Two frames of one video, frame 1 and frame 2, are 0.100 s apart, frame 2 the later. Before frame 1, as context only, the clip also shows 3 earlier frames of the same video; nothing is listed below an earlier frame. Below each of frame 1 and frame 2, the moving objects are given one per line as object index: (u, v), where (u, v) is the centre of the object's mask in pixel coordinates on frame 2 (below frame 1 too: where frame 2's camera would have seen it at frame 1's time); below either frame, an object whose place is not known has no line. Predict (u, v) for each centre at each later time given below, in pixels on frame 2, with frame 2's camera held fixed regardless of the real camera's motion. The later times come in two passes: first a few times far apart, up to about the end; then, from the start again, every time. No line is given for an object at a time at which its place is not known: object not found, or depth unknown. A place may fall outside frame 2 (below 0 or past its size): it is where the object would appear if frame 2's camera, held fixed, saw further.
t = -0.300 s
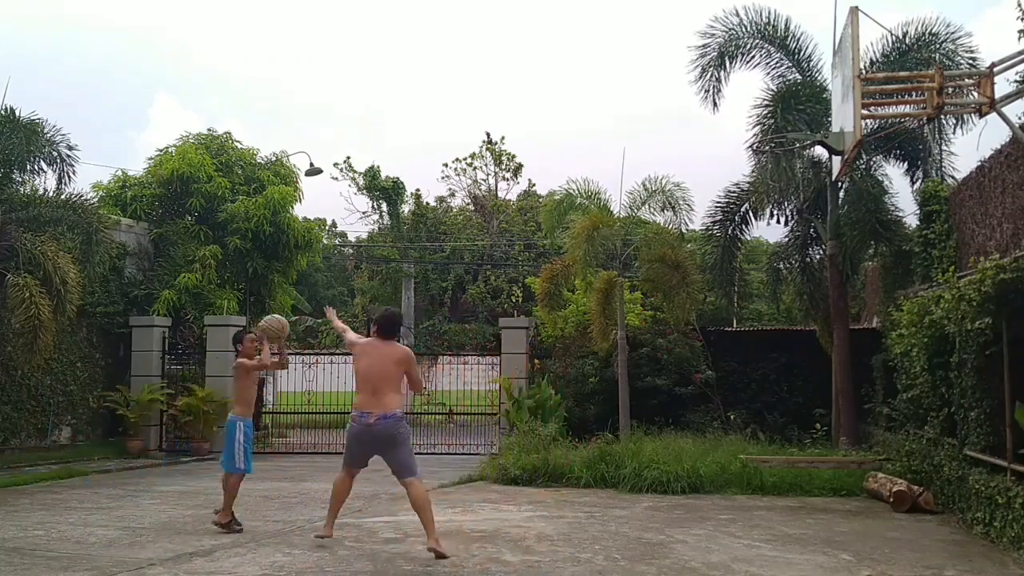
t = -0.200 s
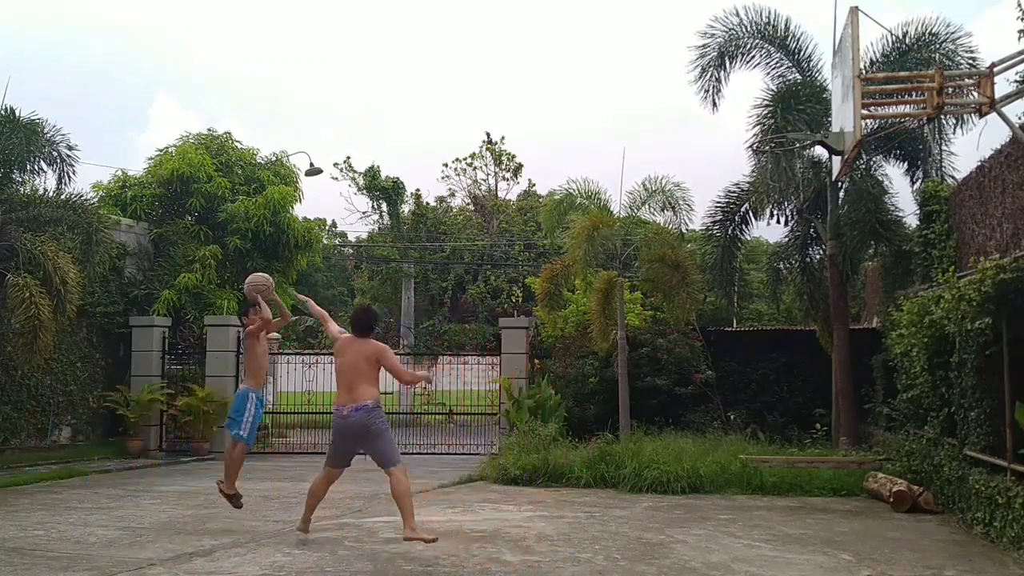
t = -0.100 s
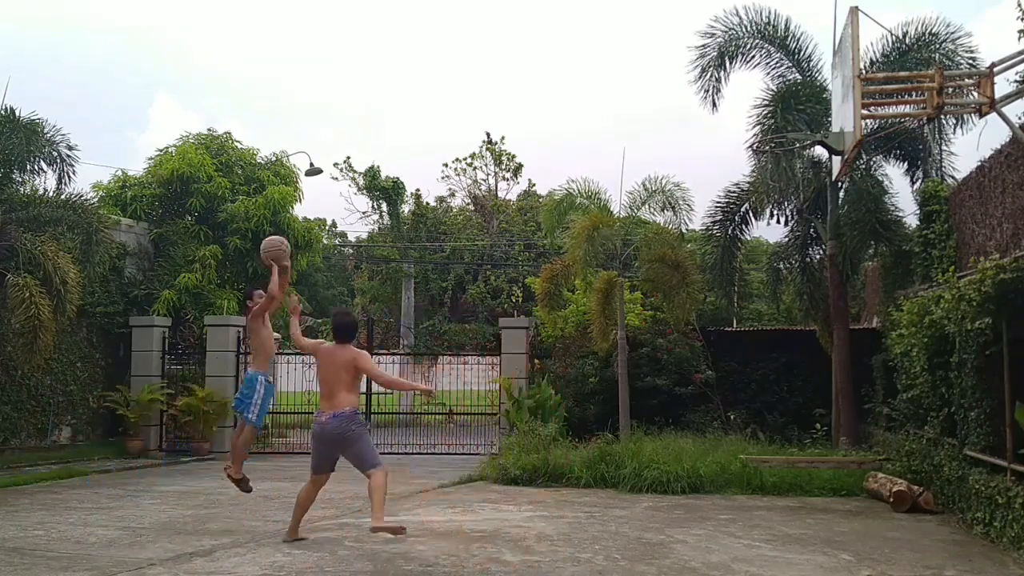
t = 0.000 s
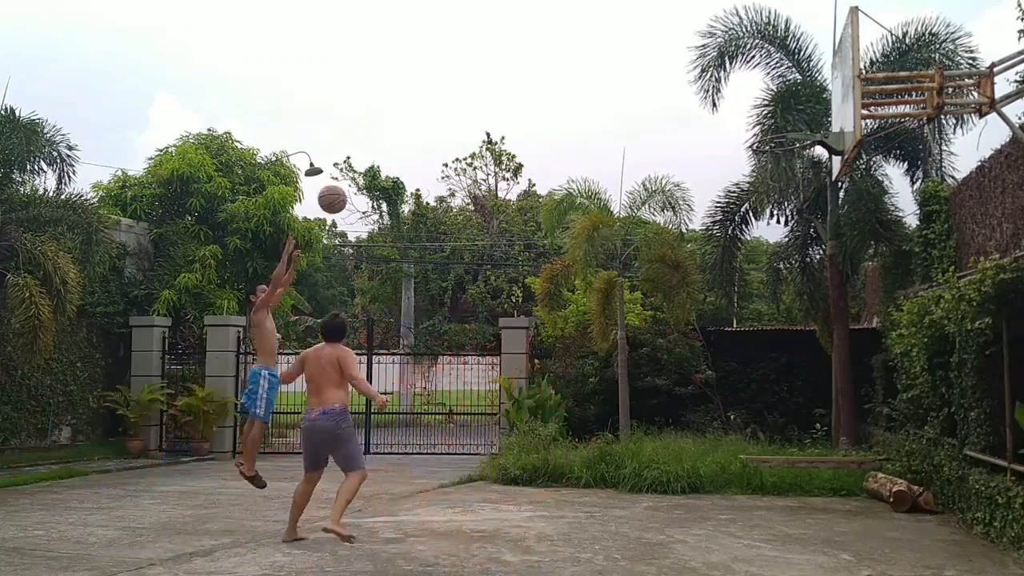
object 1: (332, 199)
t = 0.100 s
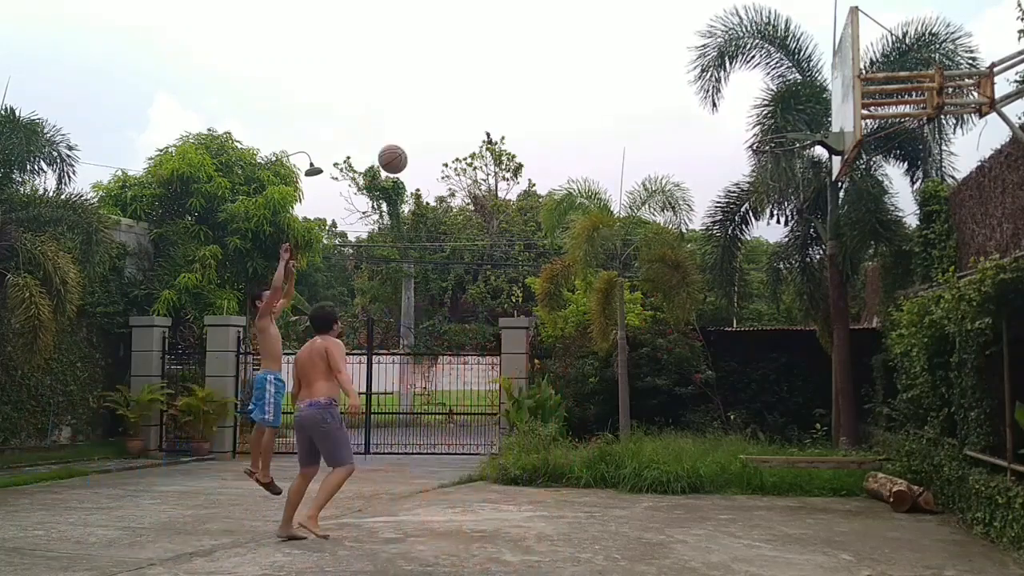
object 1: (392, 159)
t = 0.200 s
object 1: (453, 129)
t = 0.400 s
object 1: (579, 101)
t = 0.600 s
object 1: (716, 123)
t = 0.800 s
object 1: (791, 112)
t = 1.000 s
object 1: (807, 113)
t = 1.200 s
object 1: (765, 123)
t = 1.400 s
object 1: (783, 160)
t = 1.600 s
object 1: (797, 237)
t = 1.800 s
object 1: (812, 363)
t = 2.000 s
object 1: (827, 547)
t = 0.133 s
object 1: (413, 148)
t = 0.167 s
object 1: (433, 138)
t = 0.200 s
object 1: (453, 129)
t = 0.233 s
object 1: (474, 121)
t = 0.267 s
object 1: (495, 115)
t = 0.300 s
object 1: (515, 109)
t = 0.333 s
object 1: (537, 105)
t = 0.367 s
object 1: (558, 102)
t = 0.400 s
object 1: (579, 101)
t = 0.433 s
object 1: (601, 101)
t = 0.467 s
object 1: (623, 103)
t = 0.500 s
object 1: (646, 106)
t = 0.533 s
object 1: (669, 110)
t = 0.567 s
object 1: (692, 116)
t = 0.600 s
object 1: (716, 123)
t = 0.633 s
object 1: (739, 131)
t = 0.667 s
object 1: (754, 131)
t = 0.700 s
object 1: (764, 125)
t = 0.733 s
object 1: (772, 119)
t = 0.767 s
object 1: (782, 114)
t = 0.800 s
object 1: (791, 112)
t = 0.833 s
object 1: (800, 112)
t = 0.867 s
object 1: (808, 114)
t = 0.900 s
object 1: (817, 116)
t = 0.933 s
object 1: (824, 116)
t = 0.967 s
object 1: (814, 113)
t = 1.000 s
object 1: (807, 113)
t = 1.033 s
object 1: (798, 111)
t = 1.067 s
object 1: (790, 113)
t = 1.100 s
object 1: (781, 113)
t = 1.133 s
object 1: (772, 117)
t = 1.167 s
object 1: (763, 120)
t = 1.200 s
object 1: (765, 123)
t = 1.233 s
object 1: (768, 126)
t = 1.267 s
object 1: (771, 128)
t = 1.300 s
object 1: (774, 137)
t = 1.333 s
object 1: (776, 144)
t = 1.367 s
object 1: (779, 152)
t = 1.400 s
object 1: (783, 160)
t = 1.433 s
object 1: (786, 172)
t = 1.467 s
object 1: (789, 185)
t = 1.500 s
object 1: (790, 197)
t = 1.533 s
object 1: (793, 208)
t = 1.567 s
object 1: (796, 223)
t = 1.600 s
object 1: (797, 237)
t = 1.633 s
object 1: (799, 254)
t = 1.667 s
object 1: (802, 274)
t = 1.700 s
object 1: (805, 293)
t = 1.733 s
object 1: (807, 315)
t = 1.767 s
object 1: (809, 338)
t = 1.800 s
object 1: (812, 363)
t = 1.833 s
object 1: (814, 390)
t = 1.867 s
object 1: (816, 418)
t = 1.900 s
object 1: (818, 445)
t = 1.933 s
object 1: (821, 478)
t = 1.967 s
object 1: (824, 512)
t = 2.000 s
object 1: (827, 547)
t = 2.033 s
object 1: (828, 539)
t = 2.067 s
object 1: (827, 513)
